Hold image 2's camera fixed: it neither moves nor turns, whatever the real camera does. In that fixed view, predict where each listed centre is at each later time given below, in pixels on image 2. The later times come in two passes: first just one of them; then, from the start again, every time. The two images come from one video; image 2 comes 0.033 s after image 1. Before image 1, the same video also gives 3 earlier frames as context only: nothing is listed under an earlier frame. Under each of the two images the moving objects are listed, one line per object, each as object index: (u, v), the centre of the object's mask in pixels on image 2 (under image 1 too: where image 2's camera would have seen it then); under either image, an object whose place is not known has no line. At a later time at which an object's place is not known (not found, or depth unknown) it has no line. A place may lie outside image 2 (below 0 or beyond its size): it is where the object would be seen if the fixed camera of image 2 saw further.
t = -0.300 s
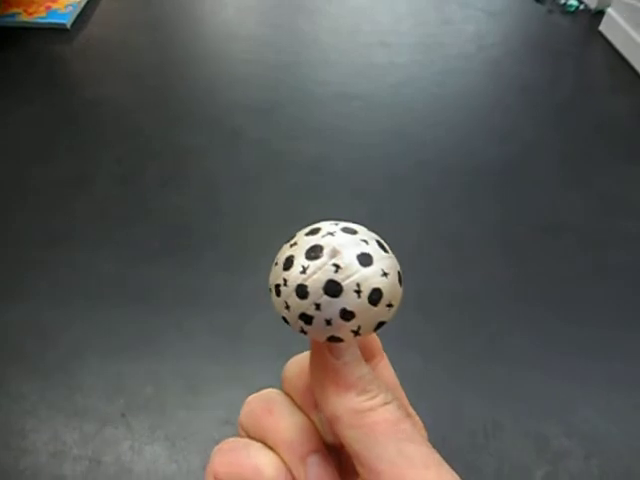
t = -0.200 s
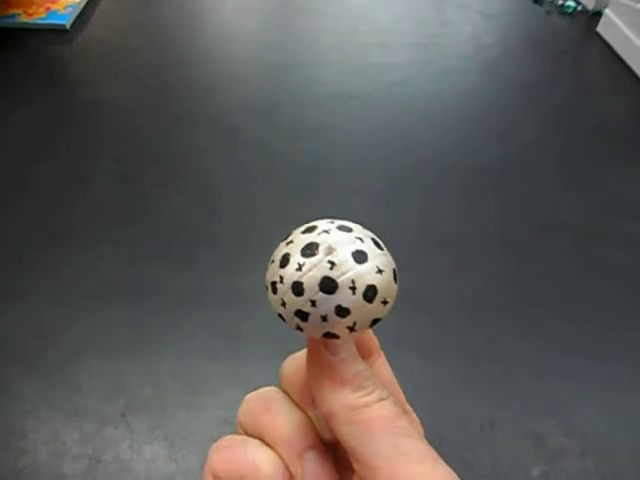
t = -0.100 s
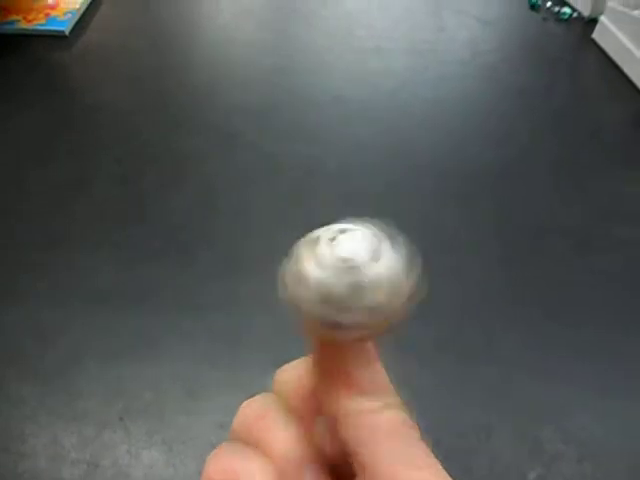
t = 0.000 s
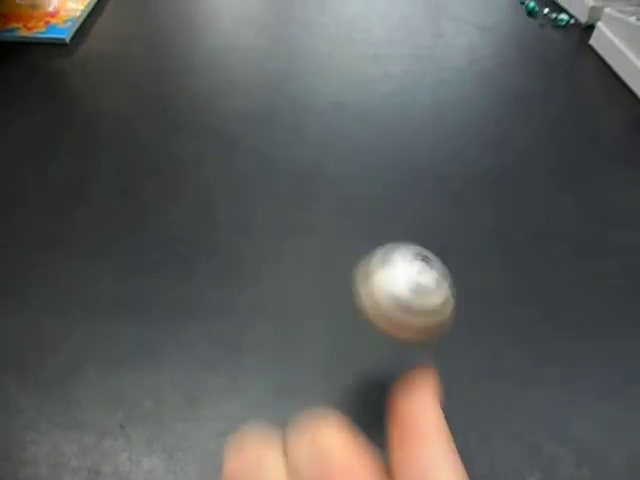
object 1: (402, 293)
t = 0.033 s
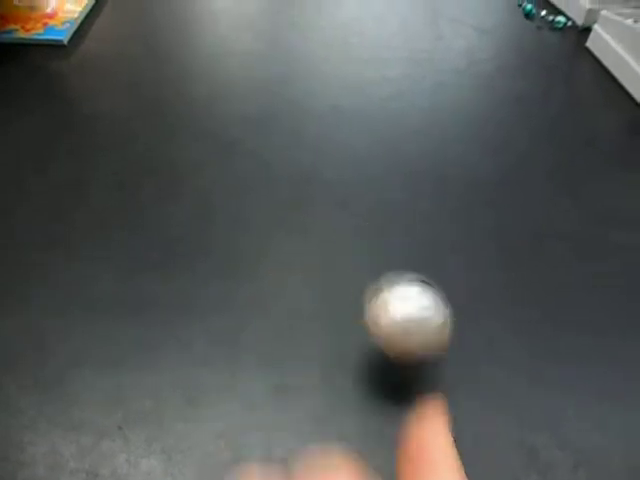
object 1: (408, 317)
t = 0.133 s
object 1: (484, 285)
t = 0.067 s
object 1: (435, 303)
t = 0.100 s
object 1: (463, 288)
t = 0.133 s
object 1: (484, 285)
